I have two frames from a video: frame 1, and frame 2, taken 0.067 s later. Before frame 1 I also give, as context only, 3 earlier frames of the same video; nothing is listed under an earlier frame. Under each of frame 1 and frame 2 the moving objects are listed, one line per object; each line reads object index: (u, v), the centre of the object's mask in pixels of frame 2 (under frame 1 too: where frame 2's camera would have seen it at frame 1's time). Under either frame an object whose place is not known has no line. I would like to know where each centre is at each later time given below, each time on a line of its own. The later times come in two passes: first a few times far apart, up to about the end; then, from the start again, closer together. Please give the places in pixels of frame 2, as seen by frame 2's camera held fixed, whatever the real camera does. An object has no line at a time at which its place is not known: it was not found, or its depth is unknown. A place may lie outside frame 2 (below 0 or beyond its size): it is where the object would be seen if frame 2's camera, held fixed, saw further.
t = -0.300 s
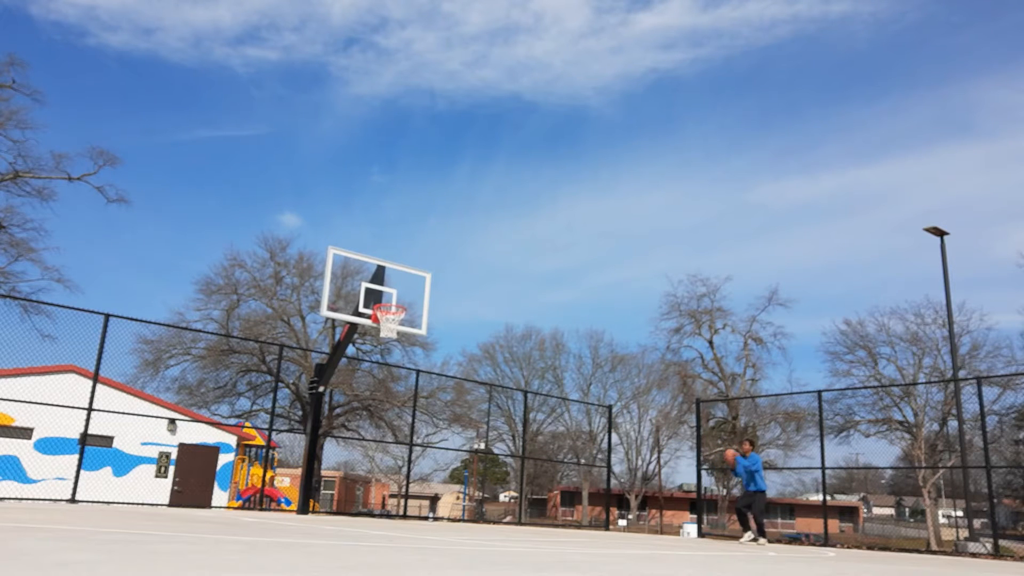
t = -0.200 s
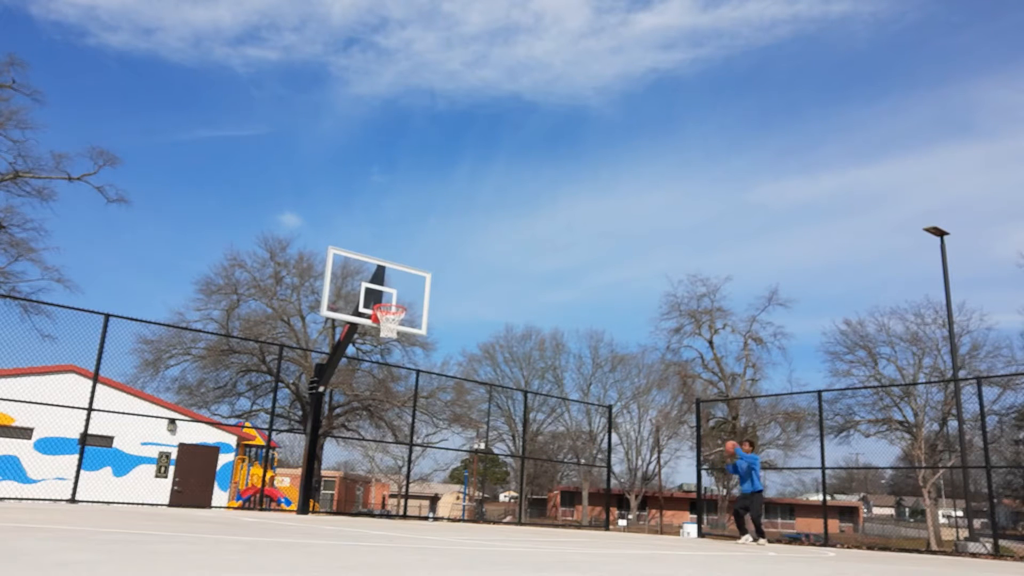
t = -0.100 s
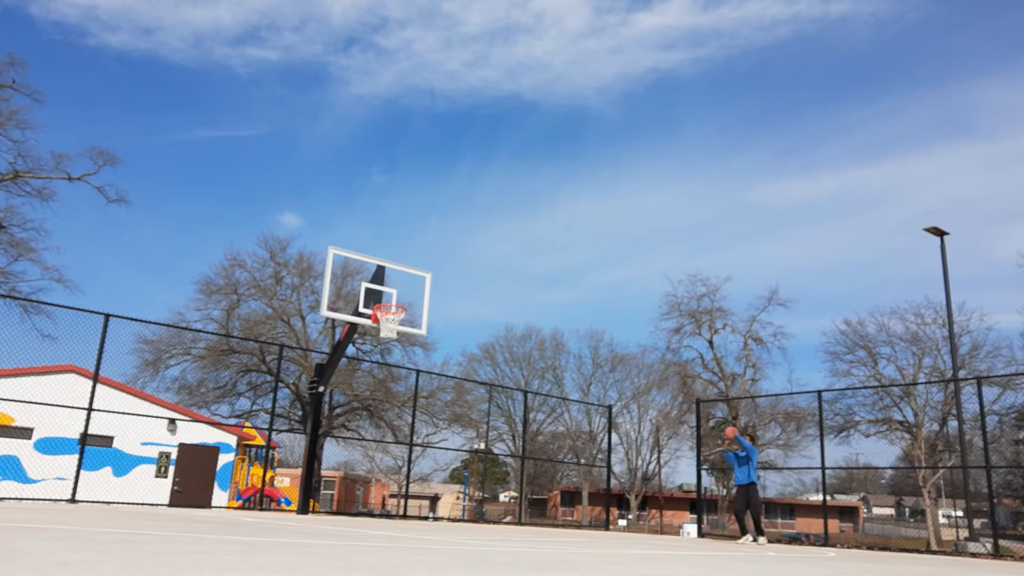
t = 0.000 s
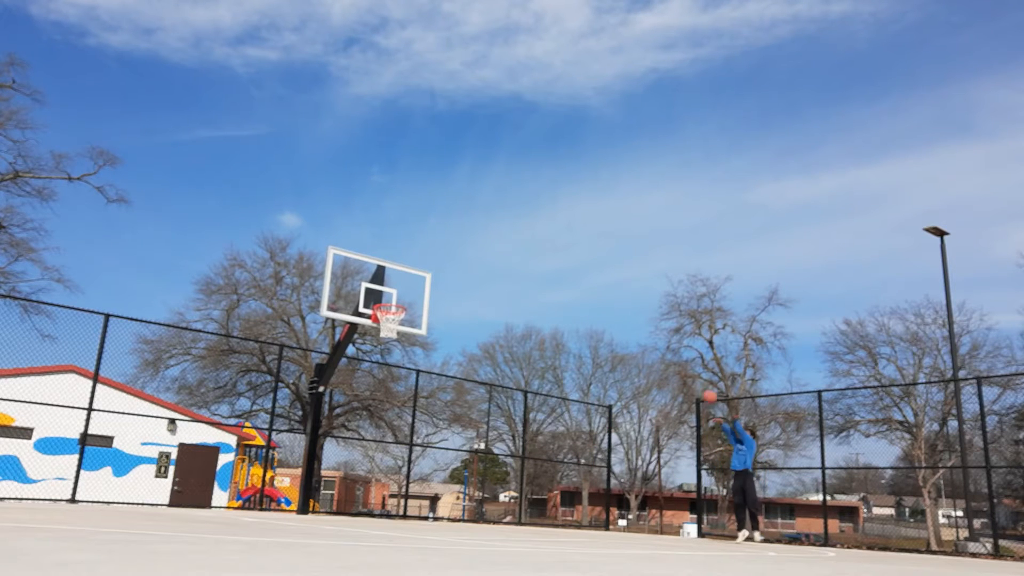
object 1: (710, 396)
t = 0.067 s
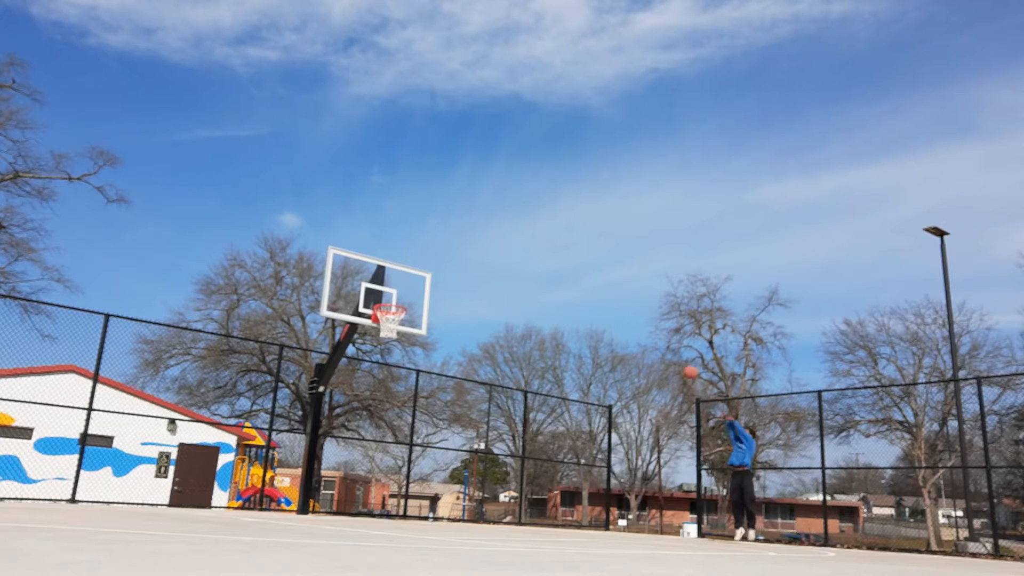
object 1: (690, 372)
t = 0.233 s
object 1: (643, 322)
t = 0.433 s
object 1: (586, 284)
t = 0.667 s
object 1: (518, 267)
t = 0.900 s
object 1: (445, 280)
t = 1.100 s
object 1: (389, 297)
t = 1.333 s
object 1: (399, 271)
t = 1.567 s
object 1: (405, 278)
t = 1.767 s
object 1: (408, 312)
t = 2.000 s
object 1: (409, 389)
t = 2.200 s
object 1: (409, 494)
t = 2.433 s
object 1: (404, 433)
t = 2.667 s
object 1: (395, 374)
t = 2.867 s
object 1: (385, 358)
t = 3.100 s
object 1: (366, 383)
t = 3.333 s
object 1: (345, 450)
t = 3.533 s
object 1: (329, 494)
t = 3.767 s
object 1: (325, 432)
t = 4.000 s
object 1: (316, 416)
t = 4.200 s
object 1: (304, 437)
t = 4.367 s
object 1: (291, 481)
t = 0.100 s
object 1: (681, 361)
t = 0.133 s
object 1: (672, 350)
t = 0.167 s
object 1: (662, 341)
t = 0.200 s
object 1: (653, 331)
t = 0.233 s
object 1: (643, 322)
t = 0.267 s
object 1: (634, 315)
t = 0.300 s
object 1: (624, 307)
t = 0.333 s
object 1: (615, 301)
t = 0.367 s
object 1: (605, 294)
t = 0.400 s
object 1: (596, 289)
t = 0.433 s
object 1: (586, 284)
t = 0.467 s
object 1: (577, 280)
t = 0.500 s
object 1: (567, 276)
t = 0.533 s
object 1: (557, 273)
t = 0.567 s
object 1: (548, 271)
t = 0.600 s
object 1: (538, 269)
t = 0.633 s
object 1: (528, 267)
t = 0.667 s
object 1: (518, 267)
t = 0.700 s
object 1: (508, 267)
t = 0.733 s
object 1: (498, 268)
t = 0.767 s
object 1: (487, 269)
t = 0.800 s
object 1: (477, 271)
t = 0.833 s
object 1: (467, 273)
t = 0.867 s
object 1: (456, 276)
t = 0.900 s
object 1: (445, 280)
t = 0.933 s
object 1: (435, 284)
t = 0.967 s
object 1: (423, 290)
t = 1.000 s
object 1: (411, 296)
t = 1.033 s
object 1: (401, 301)
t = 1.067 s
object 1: (392, 302)
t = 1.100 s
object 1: (389, 297)
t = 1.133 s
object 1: (391, 292)
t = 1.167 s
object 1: (392, 286)
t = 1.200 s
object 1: (393, 282)
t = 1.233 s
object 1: (395, 278)
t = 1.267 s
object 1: (396, 276)
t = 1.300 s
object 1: (398, 273)
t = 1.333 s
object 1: (399, 271)
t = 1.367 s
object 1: (400, 271)
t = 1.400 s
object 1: (401, 270)
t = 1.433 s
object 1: (402, 270)
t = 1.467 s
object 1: (403, 271)
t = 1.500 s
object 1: (403, 273)
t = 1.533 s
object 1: (404, 275)
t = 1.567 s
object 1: (405, 278)
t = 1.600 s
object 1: (405, 282)
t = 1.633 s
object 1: (406, 287)
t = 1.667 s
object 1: (406, 292)
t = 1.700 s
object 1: (407, 298)
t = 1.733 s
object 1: (408, 304)
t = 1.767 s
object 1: (408, 312)
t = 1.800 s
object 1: (409, 320)
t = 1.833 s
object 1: (409, 329)
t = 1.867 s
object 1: (409, 340)
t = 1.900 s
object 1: (409, 351)
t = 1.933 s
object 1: (409, 362)
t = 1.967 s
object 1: (409, 375)
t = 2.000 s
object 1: (409, 389)
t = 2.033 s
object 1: (409, 404)
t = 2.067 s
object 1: (409, 420)
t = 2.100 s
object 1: (409, 436)
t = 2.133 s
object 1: (409, 455)
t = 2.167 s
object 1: (409, 474)
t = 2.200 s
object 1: (409, 494)
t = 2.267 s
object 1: (408, 505)
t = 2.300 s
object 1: (407, 489)
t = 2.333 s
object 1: (407, 473)
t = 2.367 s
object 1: (406, 459)
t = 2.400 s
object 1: (405, 445)
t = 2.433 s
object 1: (404, 433)
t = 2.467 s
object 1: (403, 422)
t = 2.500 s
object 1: (402, 411)
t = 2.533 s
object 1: (401, 402)
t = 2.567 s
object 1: (400, 394)
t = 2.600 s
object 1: (398, 386)
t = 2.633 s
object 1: (396, 380)
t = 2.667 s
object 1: (395, 374)
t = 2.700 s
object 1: (393, 369)
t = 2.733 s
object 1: (392, 365)
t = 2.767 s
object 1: (391, 362)
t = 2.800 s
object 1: (389, 360)
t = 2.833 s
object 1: (387, 358)
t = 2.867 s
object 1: (385, 358)
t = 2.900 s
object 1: (381, 359)
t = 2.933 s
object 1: (379, 361)
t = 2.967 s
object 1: (377, 363)
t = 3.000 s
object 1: (375, 367)
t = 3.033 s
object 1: (372, 371)
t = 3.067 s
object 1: (369, 377)
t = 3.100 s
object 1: (366, 383)
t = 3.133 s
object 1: (364, 390)
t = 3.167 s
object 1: (361, 398)
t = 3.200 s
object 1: (358, 406)
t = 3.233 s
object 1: (355, 416)
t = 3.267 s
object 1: (352, 426)
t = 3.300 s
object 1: (349, 438)
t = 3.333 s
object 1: (345, 450)
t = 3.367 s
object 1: (342, 463)
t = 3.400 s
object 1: (338, 477)
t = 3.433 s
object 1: (335, 493)
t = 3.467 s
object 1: (331, 509)
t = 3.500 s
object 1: (330, 507)
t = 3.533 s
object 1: (329, 494)
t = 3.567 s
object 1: (329, 483)
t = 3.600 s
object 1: (328, 471)
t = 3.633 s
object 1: (328, 461)
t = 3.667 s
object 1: (327, 452)
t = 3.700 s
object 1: (327, 445)
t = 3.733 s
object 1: (326, 437)
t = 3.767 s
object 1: (325, 432)
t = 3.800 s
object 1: (324, 427)
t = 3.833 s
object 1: (323, 423)
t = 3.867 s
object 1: (322, 420)
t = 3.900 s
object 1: (321, 418)
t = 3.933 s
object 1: (319, 416)
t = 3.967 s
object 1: (318, 416)
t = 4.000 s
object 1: (316, 416)
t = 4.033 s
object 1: (315, 418)
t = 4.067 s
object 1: (313, 419)
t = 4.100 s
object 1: (311, 423)
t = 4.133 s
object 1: (309, 427)
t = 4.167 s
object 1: (306, 432)
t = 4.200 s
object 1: (304, 437)
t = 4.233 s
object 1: (302, 444)
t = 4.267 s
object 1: (299, 452)
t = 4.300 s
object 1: (296, 460)
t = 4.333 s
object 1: (294, 470)
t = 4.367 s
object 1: (291, 481)
